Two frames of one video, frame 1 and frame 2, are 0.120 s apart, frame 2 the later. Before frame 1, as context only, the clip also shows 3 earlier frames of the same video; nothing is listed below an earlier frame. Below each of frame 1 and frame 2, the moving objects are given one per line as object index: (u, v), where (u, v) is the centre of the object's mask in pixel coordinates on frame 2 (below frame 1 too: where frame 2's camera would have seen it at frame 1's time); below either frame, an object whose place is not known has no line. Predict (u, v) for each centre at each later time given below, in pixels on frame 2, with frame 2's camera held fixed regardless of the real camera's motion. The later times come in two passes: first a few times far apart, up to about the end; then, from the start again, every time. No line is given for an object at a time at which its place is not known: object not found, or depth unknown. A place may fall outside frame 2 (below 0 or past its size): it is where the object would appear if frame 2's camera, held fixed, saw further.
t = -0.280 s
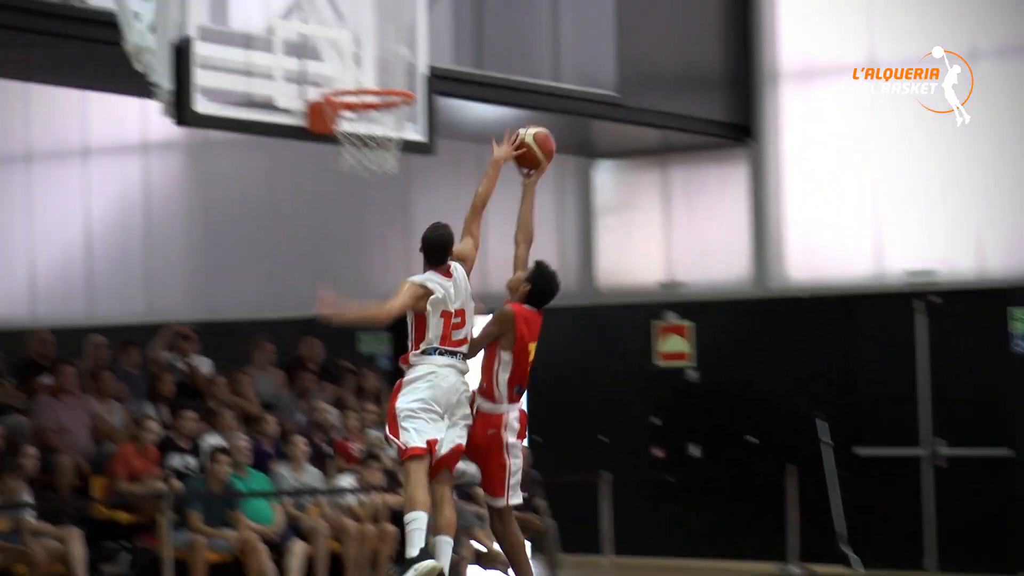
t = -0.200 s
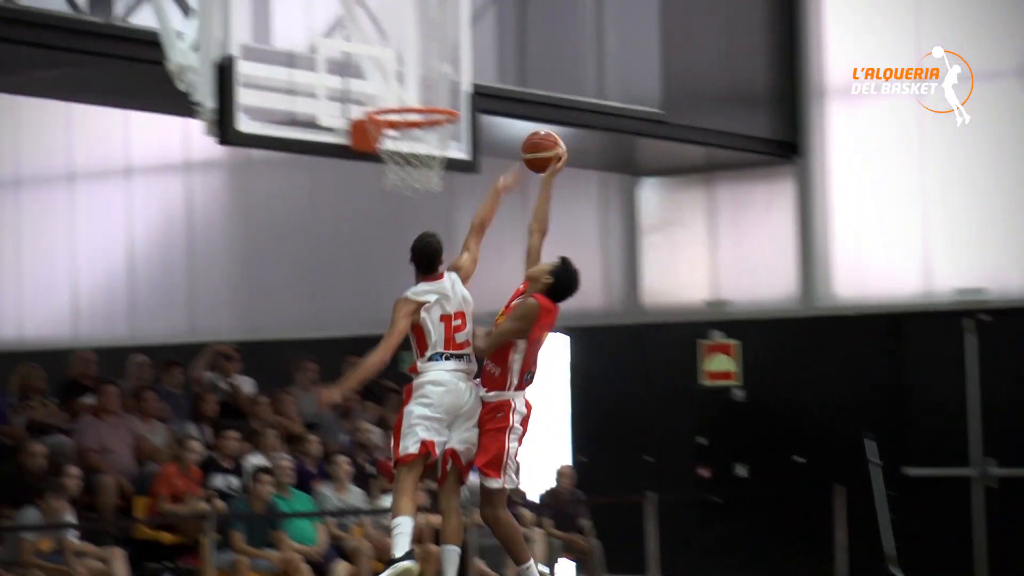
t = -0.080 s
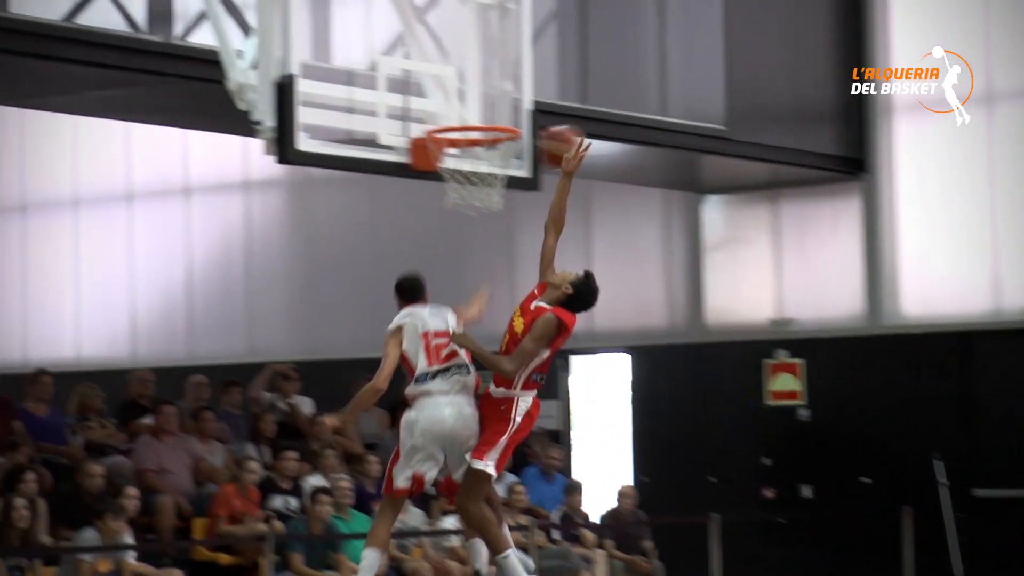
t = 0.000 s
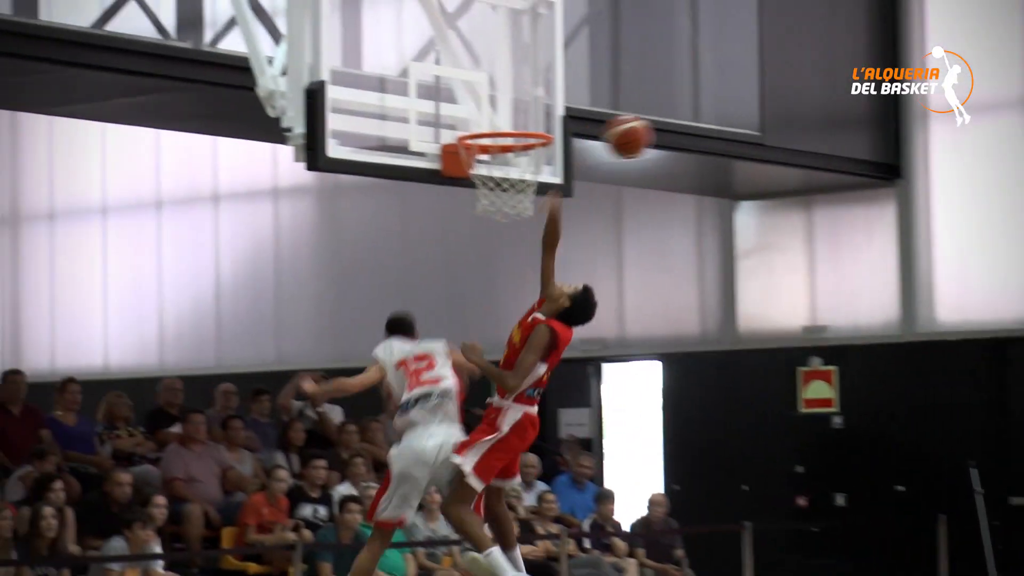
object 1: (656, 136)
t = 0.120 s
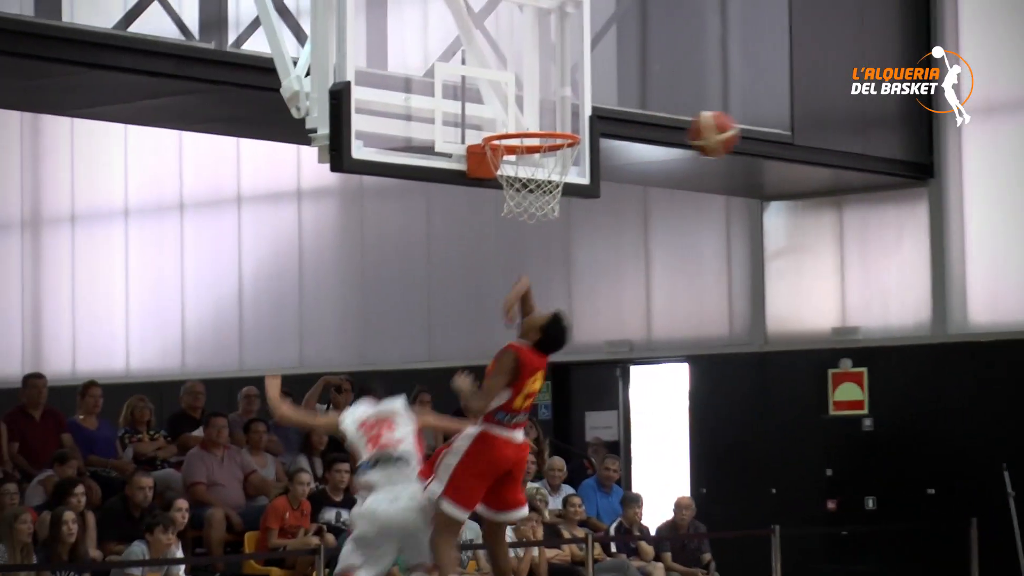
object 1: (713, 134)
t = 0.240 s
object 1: (775, 159)
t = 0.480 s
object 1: (911, 304)
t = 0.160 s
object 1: (734, 139)
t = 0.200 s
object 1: (754, 147)
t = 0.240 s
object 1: (775, 159)
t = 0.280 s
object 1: (795, 174)
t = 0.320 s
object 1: (817, 191)
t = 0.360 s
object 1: (839, 214)
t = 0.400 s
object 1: (862, 240)
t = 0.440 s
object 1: (885, 271)
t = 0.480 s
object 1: (911, 304)
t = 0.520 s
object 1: (937, 345)
